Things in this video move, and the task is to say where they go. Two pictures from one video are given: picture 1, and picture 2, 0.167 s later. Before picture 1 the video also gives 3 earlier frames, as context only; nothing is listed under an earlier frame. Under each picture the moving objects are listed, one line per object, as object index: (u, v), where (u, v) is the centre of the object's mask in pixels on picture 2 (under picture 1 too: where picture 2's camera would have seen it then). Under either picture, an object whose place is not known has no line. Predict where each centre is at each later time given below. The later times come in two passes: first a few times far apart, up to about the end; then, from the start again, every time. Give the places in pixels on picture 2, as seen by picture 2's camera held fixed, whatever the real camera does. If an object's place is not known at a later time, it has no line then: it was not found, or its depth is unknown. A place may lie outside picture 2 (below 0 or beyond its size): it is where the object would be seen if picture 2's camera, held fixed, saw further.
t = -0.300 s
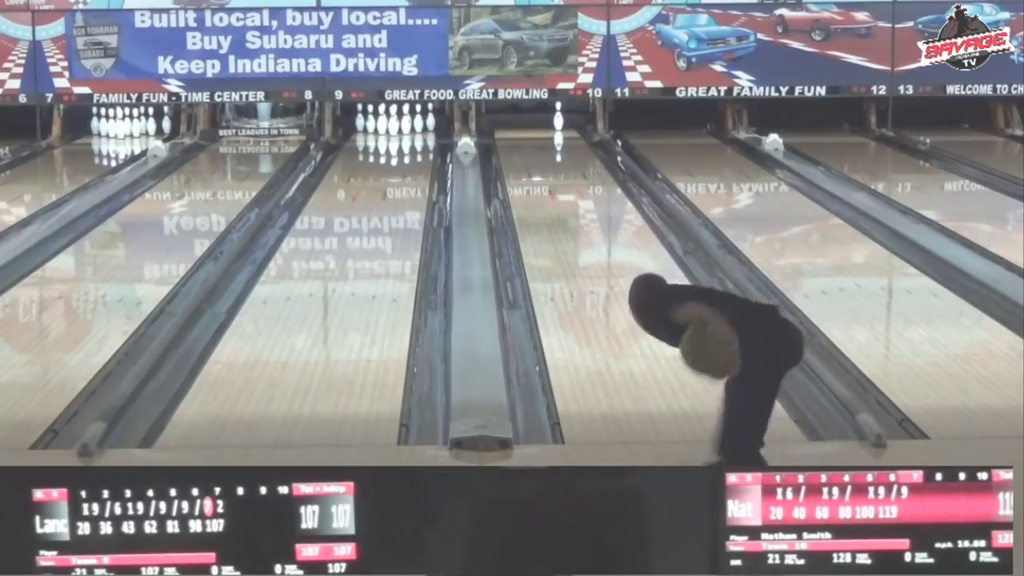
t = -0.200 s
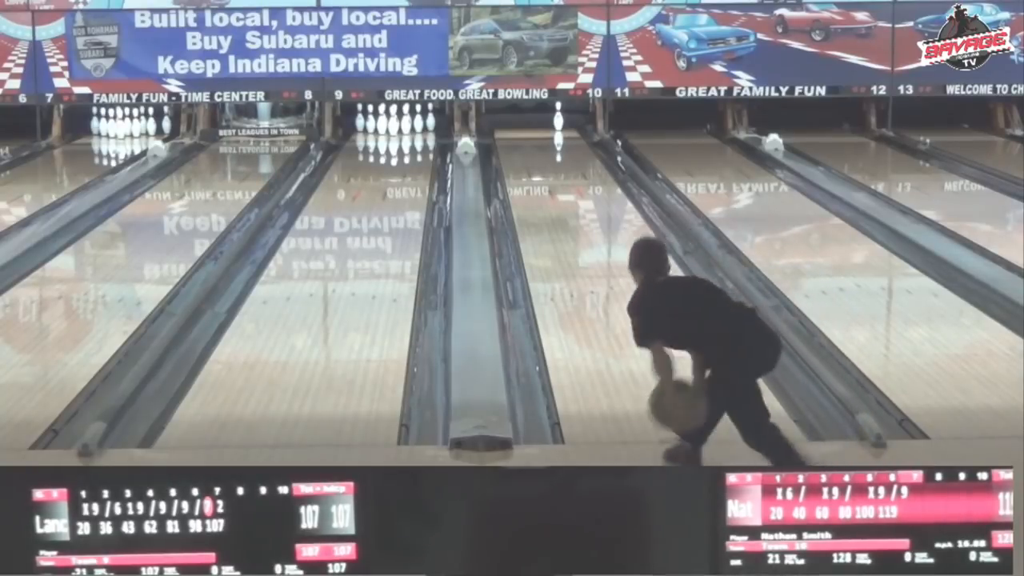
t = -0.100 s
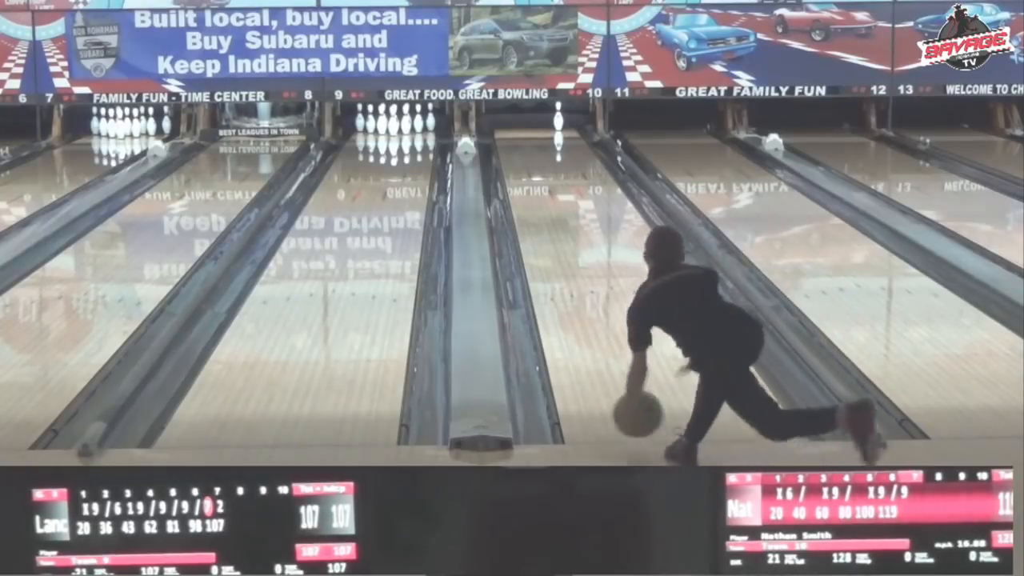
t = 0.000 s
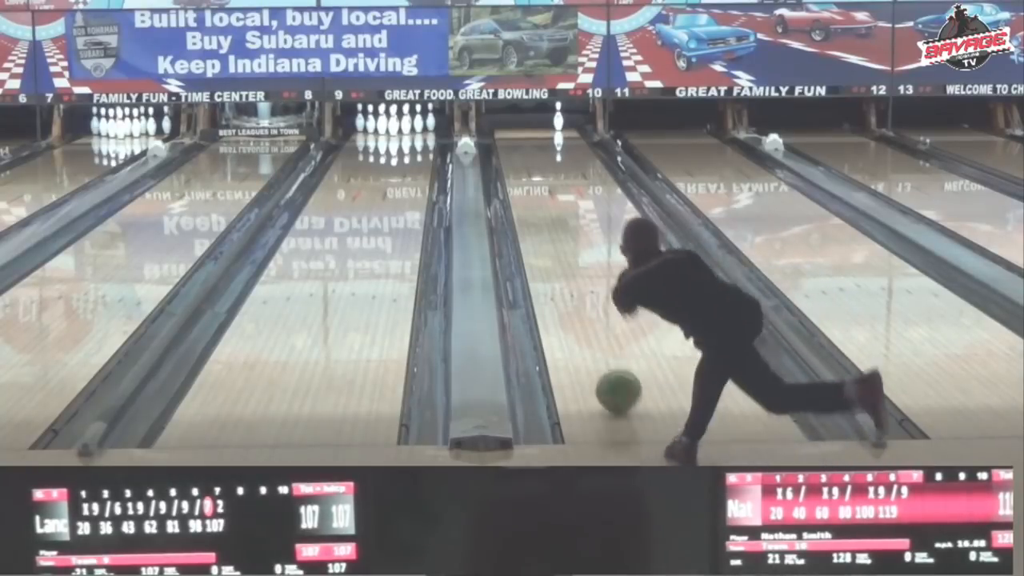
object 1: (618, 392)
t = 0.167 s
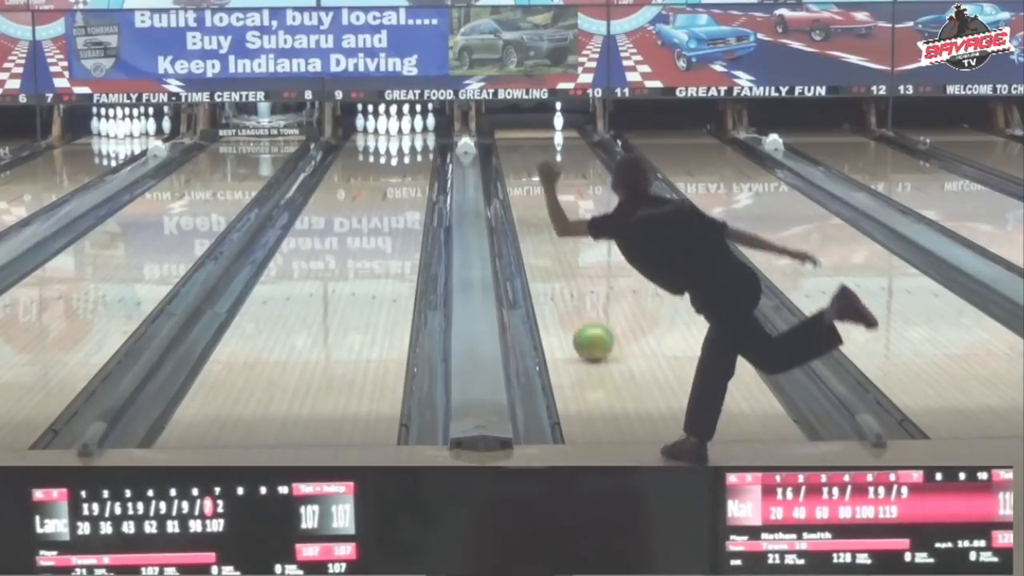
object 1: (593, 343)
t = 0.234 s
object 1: (585, 325)
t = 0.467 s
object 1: (562, 278)
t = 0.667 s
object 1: (548, 246)
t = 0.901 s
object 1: (536, 218)
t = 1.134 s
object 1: (527, 194)
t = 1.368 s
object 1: (522, 175)
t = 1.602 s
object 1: (523, 159)
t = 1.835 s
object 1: (528, 147)
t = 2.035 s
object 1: (537, 136)
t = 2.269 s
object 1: (548, 126)
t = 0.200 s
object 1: (589, 333)
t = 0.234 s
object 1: (585, 325)
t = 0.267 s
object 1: (581, 318)
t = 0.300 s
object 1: (578, 311)
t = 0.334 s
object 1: (574, 303)
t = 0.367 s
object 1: (571, 296)
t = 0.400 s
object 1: (568, 290)
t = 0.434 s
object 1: (565, 284)
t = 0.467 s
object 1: (562, 278)
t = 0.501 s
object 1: (559, 272)
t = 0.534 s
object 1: (556, 268)
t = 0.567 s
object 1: (554, 261)
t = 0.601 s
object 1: (552, 257)
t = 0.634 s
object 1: (550, 251)
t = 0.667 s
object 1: (548, 246)
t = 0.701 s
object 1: (546, 242)
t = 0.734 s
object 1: (543, 238)
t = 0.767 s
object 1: (541, 233)
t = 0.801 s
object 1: (540, 230)
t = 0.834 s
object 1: (538, 226)
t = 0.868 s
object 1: (537, 221)
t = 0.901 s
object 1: (536, 218)
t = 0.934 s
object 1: (534, 214)
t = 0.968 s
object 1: (532, 210)
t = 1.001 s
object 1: (530, 207)
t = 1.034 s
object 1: (530, 203)
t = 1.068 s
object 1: (528, 200)
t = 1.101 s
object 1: (527, 196)
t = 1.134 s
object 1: (527, 194)
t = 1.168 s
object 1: (526, 190)
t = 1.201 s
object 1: (525, 188)
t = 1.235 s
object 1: (524, 185)
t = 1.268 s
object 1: (523, 182)
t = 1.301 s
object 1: (523, 179)
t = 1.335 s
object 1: (522, 177)
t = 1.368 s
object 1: (522, 175)
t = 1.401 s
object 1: (521, 172)
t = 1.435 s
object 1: (522, 170)
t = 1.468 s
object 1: (522, 168)
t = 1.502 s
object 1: (522, 166)
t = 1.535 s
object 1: (522, 163)
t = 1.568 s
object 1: (522, 161)
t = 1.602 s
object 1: (523, 159)
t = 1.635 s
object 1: (523, 158)
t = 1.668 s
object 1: (524, 155)
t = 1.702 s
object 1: (524, 153)
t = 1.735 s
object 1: (525, 151)
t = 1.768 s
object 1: (526, 149)
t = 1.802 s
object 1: (526, 148)
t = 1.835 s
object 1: (528, 147)
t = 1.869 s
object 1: (529, 145)
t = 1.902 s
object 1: (530, 143)
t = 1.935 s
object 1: (532, 141)
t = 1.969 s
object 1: (533, 141)
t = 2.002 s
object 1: (534, 138)
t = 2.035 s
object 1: (537, 136)
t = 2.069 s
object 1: (539, 134)
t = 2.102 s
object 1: (541, 133)
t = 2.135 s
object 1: (542, 131)
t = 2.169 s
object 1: (544, 130)
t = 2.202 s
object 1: (545, 129)
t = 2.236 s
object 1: (546, 127)
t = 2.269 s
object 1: (548, 126)
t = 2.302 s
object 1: (551, 124)
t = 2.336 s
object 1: (552, 123)
